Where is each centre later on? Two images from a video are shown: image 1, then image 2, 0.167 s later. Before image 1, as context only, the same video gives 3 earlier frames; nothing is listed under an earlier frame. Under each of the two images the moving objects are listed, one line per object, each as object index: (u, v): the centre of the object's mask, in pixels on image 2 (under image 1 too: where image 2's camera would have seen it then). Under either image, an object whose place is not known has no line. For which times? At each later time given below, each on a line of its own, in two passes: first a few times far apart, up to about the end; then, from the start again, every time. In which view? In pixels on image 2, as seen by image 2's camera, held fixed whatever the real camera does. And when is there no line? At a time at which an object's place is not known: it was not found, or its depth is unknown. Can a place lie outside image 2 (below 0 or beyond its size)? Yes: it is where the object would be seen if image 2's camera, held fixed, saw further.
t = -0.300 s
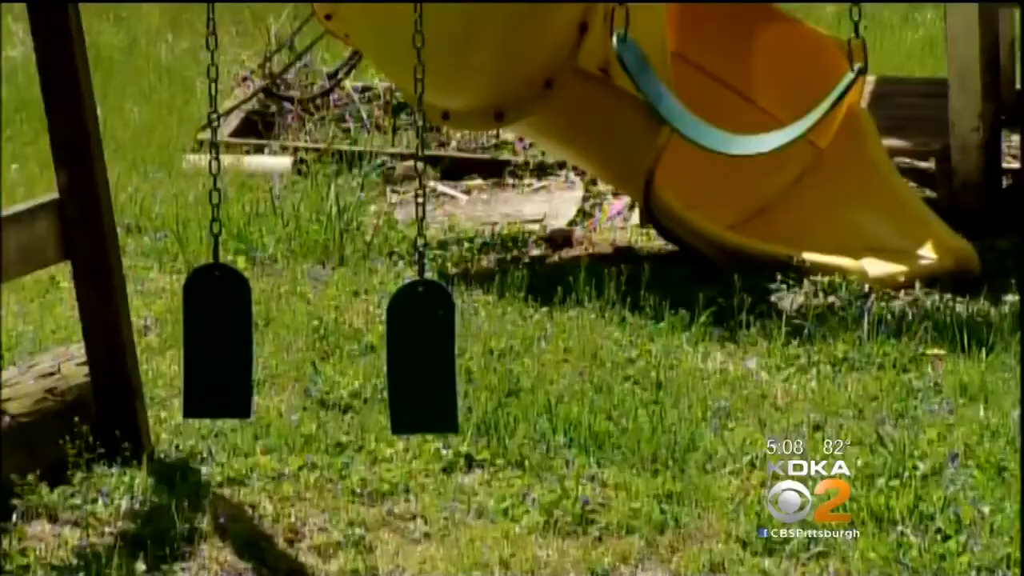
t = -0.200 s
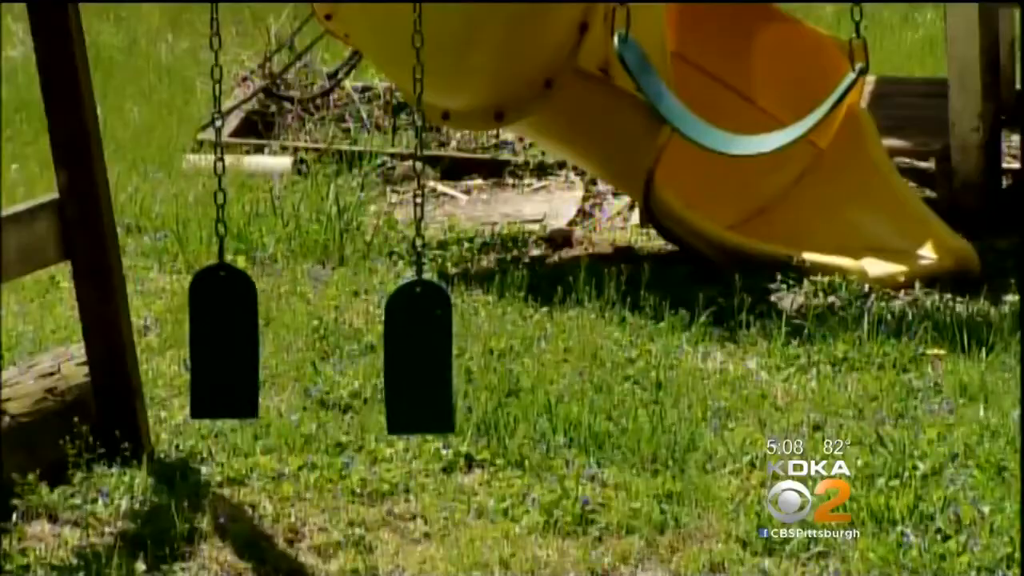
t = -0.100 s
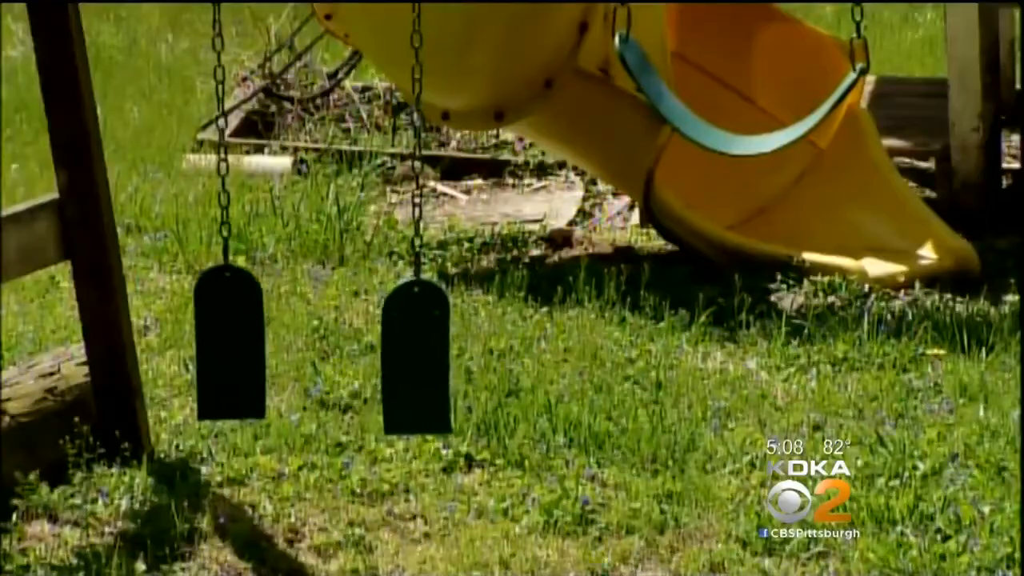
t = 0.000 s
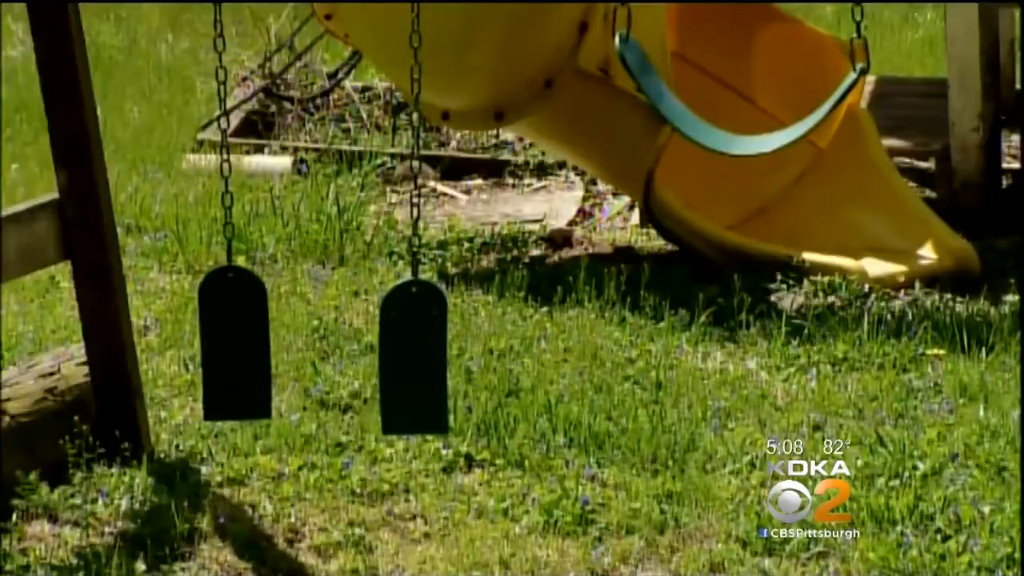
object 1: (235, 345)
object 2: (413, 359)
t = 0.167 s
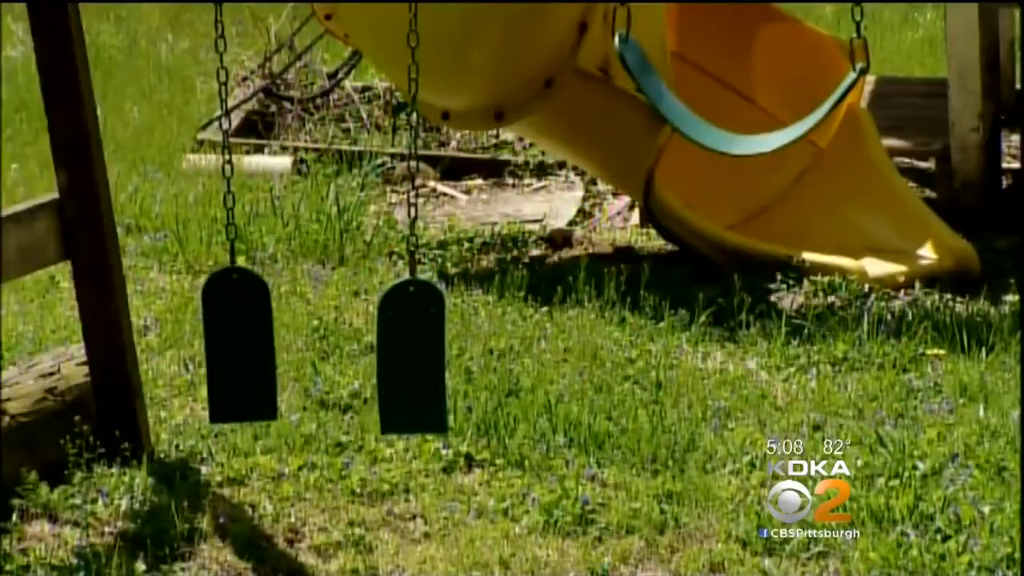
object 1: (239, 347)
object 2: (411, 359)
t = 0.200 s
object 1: (239, 347)
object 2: (411, 359)
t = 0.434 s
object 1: (234, 349)
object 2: (411, 356)
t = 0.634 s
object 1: (223, 350)
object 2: (413, 354)
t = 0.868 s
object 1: (209, 348)
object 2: (418, 353)
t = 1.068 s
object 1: (197, 346)
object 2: (423, 352)
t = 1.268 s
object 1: (188, 344)
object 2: (428, 353)
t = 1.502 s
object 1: (187, 342)
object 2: (428, 354)
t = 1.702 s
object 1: (194, 342)
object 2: (422, 355)
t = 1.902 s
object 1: (207, 344)
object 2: (411, 353)
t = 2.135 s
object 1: (222, 345)
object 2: (394, 350)
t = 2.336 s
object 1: (232, 343)
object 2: (384, 348)
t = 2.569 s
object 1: (237, 341)
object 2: (381, 347)
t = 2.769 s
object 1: (230, 340)
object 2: (384, 347)
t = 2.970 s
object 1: (215, 339)
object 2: (396, 350)
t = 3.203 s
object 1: (195, 339)
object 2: (417, 354)
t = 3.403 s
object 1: (181, 341)
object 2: (430, 356)
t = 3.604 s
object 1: (176, 345)
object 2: (435, 357)
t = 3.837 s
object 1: (178, 349)
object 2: (435, 358)
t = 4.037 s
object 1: (187, 350)
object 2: (427, 357)
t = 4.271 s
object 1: (201, 349)
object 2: (405, 352)
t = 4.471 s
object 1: (209, 347)
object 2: (386, 348)
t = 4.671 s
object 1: (213, 343)
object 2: (376, 345)
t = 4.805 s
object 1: (214, 340)
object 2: (374, 345)
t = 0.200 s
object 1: (239, 347)
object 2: (411, 359)
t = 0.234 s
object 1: (239, 348)
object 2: (411, 359)
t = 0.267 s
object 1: (239, 348)
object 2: (411, 358)
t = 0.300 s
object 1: (238, 348)
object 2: (411, 358)
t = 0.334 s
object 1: (238, 349)
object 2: (411, 357)
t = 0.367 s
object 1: (237, 349)
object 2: (411, 357)
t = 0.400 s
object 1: (235, 349)
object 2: (411, 357)
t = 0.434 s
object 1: (234, 349)
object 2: (411, 356)
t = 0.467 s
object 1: (232, 349)
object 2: (412, 356)
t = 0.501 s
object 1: (230, 350)
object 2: (412, 356)
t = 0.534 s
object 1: (229, 350)
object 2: (412, 356)
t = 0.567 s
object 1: (227, 350)
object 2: (412, 355)
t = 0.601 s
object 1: (225, 350)
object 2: (412, 354)
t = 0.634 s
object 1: (223, 350)
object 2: (413, 354)
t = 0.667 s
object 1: (221, 350)
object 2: (413, 354)
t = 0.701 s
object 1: (219, 349)
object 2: (414, 354)
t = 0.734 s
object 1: (217, 349)
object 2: (414, 353)
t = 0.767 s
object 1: (215, 349)
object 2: (415, 353)
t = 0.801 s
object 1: (213, 349)
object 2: (416, 353)
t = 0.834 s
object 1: (211, 348)
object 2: (417, 353)
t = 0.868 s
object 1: (209, 348)
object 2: (418, 353)
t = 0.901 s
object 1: (207, 348)
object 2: (419, 353)
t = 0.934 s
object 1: (205, 348)
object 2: (420, 352)
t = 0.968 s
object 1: (203, 347)
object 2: (421, 352)
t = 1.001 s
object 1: (201, 347)
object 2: (421, 352)
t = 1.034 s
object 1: (199, 347)
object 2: (422, 352)
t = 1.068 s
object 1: (197, 346)
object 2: (423, 352)
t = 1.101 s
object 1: (195, 346)
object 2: (424, 352)
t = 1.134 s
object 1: (194, 346)
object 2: (425, 352)
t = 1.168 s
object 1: (192, 345)
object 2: (426, 352)
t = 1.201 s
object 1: (191, 345)
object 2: (427, 352)
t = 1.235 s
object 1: (190, 345)
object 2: (427, 353)
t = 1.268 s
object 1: (188, 344)
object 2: (428, 353)
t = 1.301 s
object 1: (188, 344)
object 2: (428, 353)
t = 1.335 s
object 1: (187, 344)
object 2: (428, 353)
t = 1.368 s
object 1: (187, 344)
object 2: (428, 353)
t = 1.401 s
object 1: (186, 343)
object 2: (428, 353)
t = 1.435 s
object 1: (186, 343)
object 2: (428, 353)
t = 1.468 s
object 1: (186, 343)
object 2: (428, 354)
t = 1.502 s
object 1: (187, 342)
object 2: (428, 354)
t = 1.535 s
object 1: (187, 342)
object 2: (427, 354)
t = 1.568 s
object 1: (188, 342)
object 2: (427, 354)
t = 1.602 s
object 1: (190, 342)
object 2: (426, 354)
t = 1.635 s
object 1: (191, 342)
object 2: (425, 354)
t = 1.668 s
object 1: (193, 342)
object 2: (424, 355)
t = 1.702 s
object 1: (194, 342)
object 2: (422, 355)
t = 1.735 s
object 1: (196, 342)
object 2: (421, 354)
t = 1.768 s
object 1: (198, 343)
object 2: (419, 354)
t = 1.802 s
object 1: (200, 343)
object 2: (417, 354)
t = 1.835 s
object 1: (202, 343)
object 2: (415, 354)
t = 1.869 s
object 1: (205, 343)
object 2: (413, 354)
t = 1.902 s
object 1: (207, 344)
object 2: (411, 353)
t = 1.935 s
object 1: (209, 344)
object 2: (408, 353)
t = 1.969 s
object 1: (211, 344)
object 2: (406, 352)
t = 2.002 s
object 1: (214, 345)
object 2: (403, 352)
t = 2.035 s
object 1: (216, 345)
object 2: (401, 352)
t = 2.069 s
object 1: (218, 345)
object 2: (398, 351)
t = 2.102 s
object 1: (220, 345)
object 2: (396, 350)
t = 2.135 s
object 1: (222, 345)
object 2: (394, 350)
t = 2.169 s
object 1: (224, 345)
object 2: (392, 350)
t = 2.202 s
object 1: (226, 345)
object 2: (390, 349)
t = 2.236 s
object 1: (228, 344)
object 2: (388, 349)
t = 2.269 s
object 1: (229, 344)
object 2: (387, 348)
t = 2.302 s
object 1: (231, 344)
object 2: (386, 348)
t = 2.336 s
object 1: (232, 343)
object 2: (384, 348)
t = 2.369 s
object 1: (234, 343)
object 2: (383, 348)
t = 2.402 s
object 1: (235, 342)
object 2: (383, 347)
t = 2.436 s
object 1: (236, 342)
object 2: (382, 347)
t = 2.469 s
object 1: (236, 342)
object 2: (382, 347)
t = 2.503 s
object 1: (237, 341)
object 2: (381, 347)
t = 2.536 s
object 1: (237, 341)
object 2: (381, 347)
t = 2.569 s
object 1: (237, 341)
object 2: (381, 347)
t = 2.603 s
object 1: (236, 340)
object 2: (381, 347)
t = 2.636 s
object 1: (235, 340)
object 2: (381, 347)
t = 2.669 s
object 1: (234, 340)
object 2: (382, 347)
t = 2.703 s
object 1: (233, 340)
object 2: (382, 347)
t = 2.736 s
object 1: (231, 340)
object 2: (383, 347)
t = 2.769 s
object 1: (230, 340)
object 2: (384, 347)
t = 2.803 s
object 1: (228, 339)
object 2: (385, 347)
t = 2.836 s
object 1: (225, 339)
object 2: (387, 348)
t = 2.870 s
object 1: (223, 339)
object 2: (389, 348)
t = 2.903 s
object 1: (220, 339)
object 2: (391, 349)
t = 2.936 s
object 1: (218, 339)
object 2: (393, 349)
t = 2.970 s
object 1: (215, 339)
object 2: (396, 350)
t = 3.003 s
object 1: (212, 339)
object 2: (399, 351)
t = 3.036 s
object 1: (209, 339)
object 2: (401, 351)
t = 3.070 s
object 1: (206, 339)
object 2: (405, 352)
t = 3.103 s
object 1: (203, 339)
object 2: (408, 353)
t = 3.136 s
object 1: (201, 339)
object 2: (411, 353)
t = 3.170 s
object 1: (198, 339)
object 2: (414, 354)
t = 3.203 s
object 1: (195, 339)
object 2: (417, 354)
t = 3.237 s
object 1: (193, 339)
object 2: (420, 355)
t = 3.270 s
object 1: (190, 339)
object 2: (422, 355)
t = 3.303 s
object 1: (187, 340)
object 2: (425, 356)
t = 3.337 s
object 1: (185, 341)
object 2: (427, 356)
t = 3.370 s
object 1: (183, 341)
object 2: (429, 357)
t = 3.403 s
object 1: (181, 341)
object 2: (430, 356)
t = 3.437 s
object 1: (180, 342)
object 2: (432, 356)
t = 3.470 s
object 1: (178, 343)
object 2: (433, 356)
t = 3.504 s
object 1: (177, 343)
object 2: (434, 357)
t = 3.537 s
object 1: (176, 344)
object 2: (434, 357)
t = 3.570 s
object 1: (176, 345)
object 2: (435, 357)
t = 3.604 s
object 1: (176, 345)
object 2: (435, 357)
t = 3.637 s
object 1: (176, 346)
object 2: (435, 357)
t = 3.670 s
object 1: (176, 347)
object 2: (436, 357)
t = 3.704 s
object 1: (176, 348)
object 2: (436, 357)
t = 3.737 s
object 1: (176, 348)
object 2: (436, 357)
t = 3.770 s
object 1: (177, 349)
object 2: (436, 358)
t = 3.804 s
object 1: (177, 349)
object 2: (436, 358)
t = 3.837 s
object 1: (178, 349)
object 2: (435, 358)
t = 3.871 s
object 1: (179, 349)
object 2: (435, 358)
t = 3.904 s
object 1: (180, 349)
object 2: (434, 358)
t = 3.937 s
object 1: (182, 350)
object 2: (433, 357)
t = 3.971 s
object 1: (183, 350)
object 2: (431, 357)
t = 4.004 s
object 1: (185, 350)
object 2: (429, 357)
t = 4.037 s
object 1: (187, 350)
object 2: (427, 357)
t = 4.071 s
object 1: (189, 351)
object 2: (425, 357)
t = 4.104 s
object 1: (191, 350)
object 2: (422, 356)
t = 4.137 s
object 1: (193, 350)
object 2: (419, 356)
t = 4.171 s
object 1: (195, 350)
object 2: (415, 355)
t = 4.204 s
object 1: (197, 350)
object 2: (412, 355)
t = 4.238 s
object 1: (199, 350)
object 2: (409, 353)
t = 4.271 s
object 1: (201, 349)
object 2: (405, 352)
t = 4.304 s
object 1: (202, 349)
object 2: (402, 352)
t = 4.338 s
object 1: (204, 348)
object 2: (398, 351)
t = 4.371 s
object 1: (206, 348)
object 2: (395, 350)
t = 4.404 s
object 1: (207, 347)
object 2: (392, 349)
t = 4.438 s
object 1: (208, 347)
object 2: (389, 349)
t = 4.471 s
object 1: (209, 347)
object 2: (386, 348)
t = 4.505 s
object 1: (210, 346)
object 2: (384, 348)
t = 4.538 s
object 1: (211, 346)
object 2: (381, 347)
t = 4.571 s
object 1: (211, 345)
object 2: (380, 346)
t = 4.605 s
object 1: (212, 344)
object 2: (378, 346)
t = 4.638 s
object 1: (212, 343)
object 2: (377, 346)
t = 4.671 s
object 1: (213, 343)
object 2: (376, 345)
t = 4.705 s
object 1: (213, 342)
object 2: (375, 345)
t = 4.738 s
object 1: (213, 341)
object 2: (374, 345)
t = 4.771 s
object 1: (213, 340)
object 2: (374, 345)
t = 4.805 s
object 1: (214, 340)
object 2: (374, 345)
